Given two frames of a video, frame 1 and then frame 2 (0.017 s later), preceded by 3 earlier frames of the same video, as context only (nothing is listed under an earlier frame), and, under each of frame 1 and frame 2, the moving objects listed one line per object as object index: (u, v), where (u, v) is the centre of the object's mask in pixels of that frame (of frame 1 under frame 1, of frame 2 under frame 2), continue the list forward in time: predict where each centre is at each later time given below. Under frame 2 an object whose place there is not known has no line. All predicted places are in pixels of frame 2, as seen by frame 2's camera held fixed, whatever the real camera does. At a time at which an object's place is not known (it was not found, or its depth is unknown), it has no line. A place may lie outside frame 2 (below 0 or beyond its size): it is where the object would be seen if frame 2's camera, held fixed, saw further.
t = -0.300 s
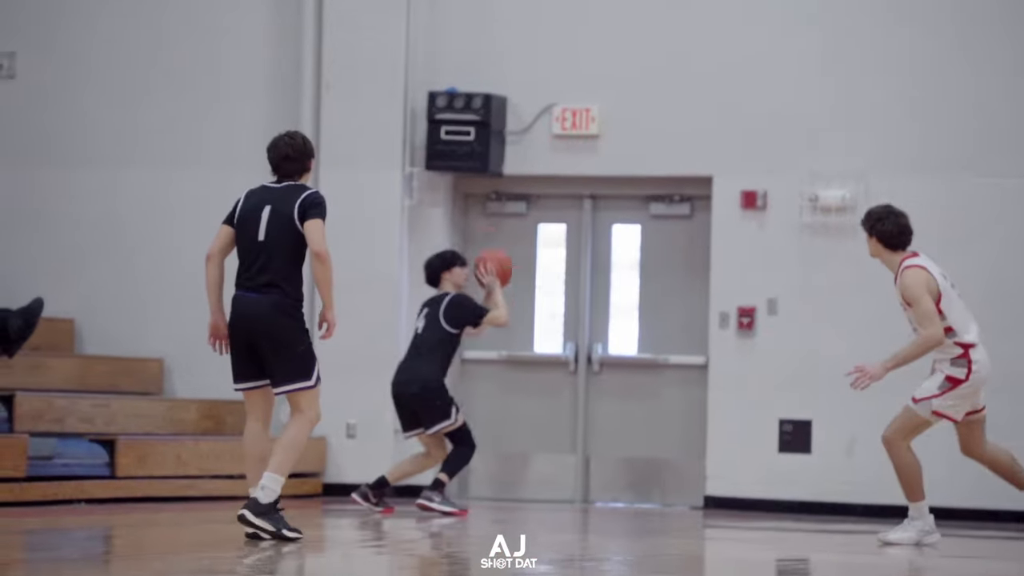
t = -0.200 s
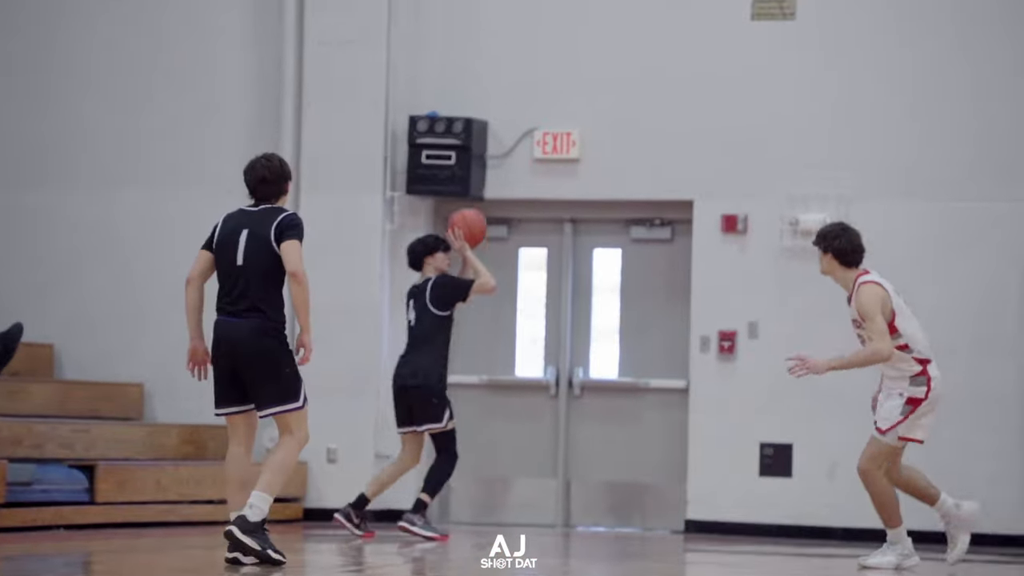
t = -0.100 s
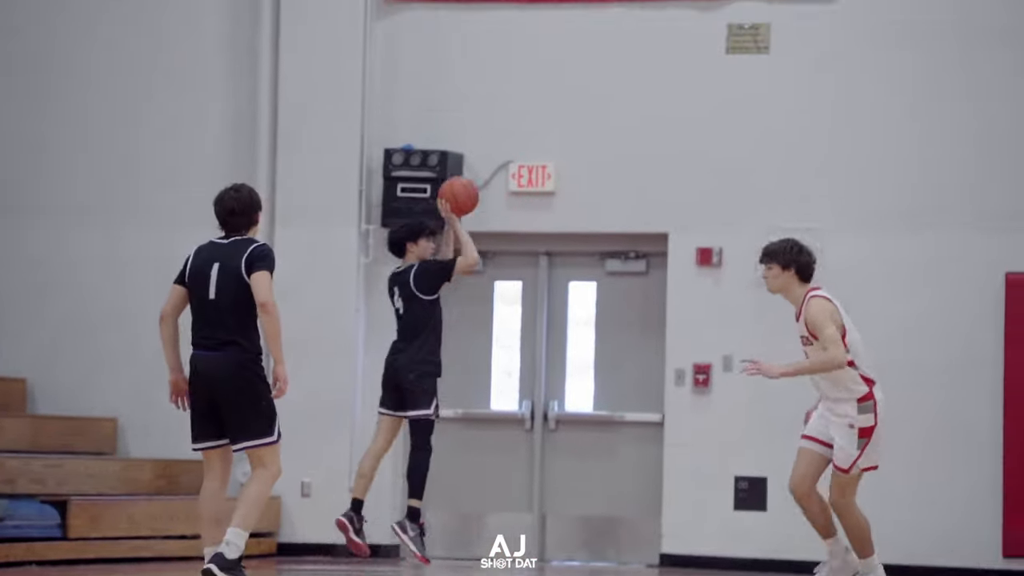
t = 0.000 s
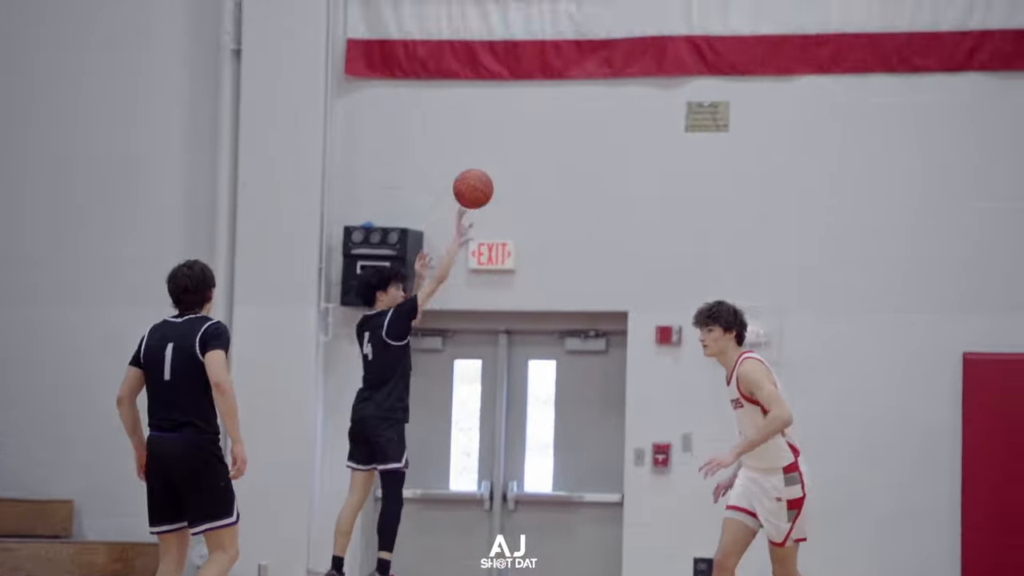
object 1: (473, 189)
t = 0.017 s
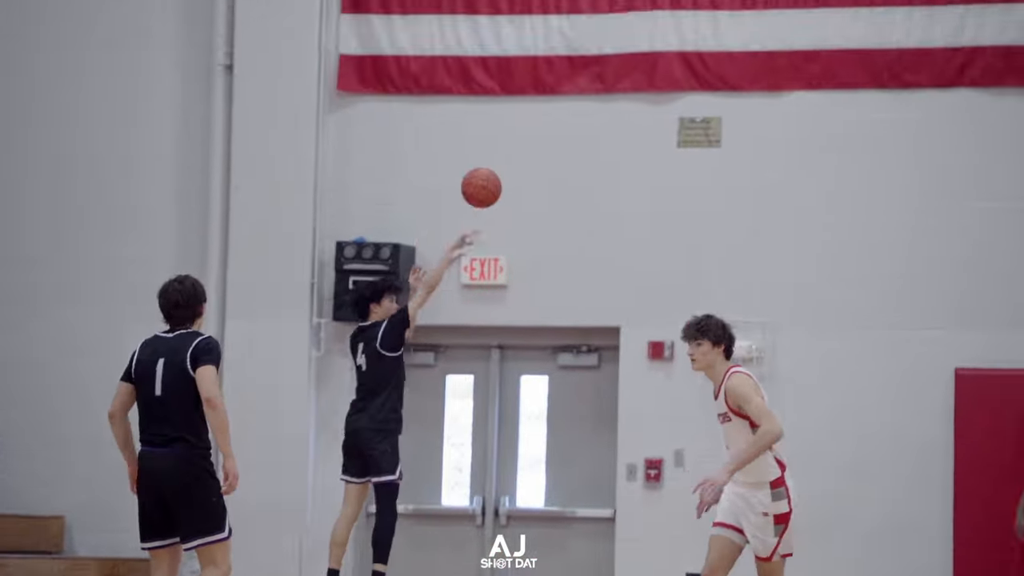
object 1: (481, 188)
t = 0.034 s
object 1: (497, 172)
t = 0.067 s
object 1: (530, 141)
